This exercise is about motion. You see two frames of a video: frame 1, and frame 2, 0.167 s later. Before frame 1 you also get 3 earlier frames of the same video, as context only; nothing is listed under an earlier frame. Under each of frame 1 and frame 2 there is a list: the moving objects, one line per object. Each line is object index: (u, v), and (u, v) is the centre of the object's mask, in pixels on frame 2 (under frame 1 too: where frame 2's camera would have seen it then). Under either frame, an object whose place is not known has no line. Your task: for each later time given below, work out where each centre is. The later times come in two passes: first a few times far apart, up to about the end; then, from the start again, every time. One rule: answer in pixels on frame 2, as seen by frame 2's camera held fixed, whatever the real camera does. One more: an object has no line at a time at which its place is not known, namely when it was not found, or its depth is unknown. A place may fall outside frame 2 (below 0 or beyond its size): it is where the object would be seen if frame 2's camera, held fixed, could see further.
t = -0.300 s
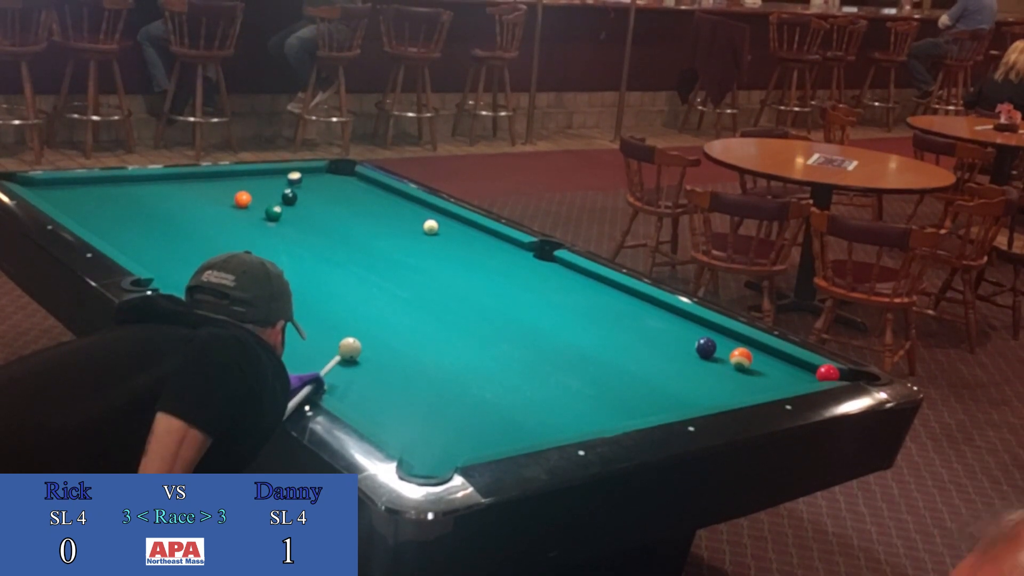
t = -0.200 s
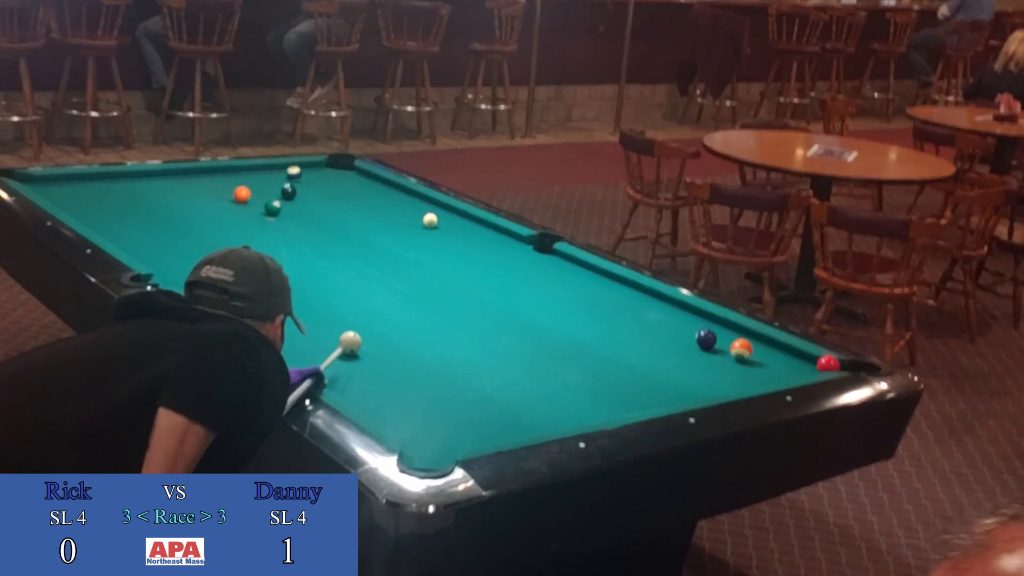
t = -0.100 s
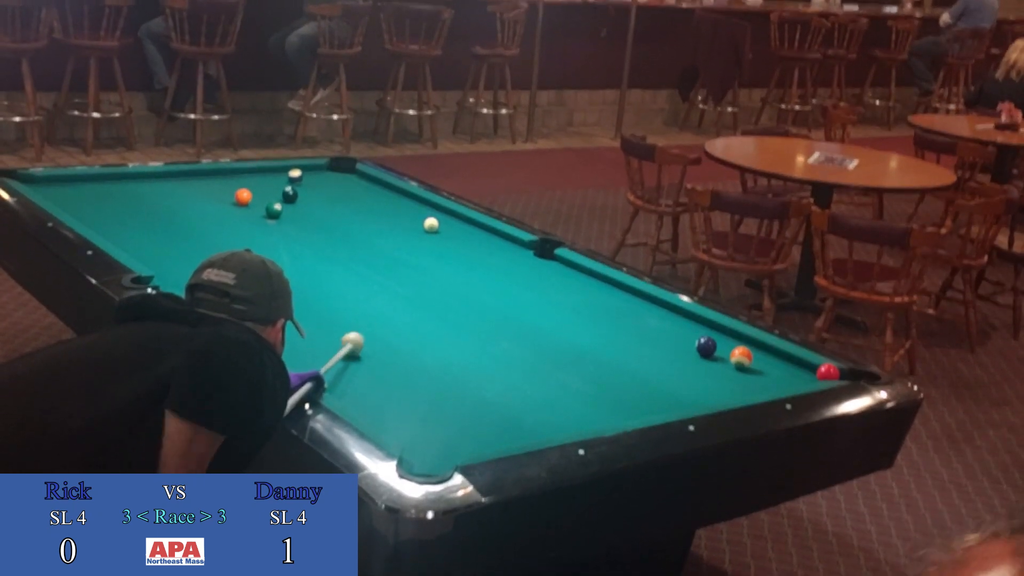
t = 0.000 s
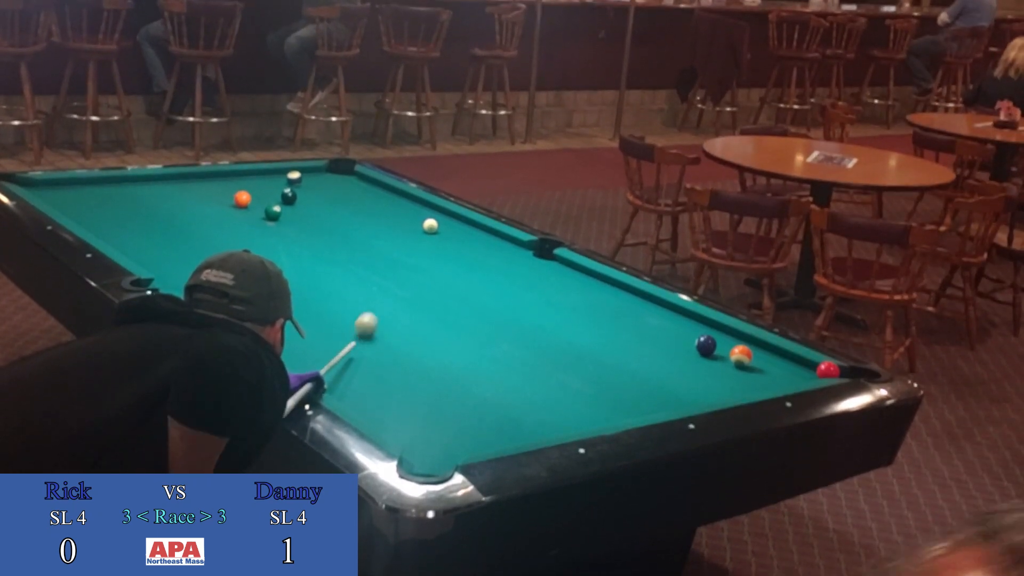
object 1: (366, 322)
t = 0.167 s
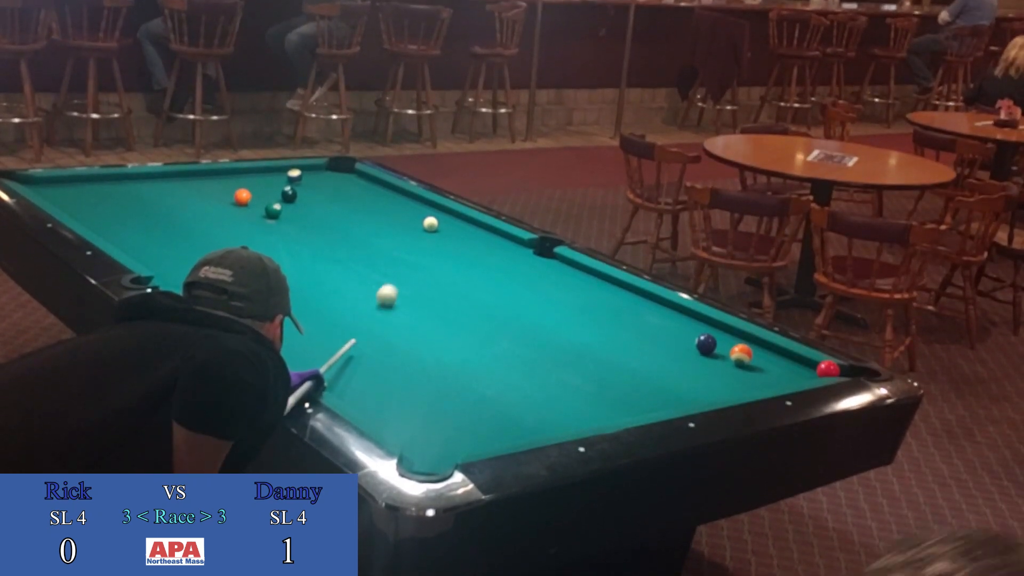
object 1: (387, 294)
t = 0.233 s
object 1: (394, 285)
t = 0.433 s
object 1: (414, 259)
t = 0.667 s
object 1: (434, 233)
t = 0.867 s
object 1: (466, 223)
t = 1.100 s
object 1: (451, 224)
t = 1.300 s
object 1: (428, 225)
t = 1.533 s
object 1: (402, 226)
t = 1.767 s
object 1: (376, 228)
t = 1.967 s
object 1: (355, 230)
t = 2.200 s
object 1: (331, 231)
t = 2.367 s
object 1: (314, 232)
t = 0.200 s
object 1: (390, 289)
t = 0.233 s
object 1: (394, 285)
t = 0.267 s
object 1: (398, 281)
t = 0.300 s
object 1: (401, 277)
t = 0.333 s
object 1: (405, 272)
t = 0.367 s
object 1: (408, 267)
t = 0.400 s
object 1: (411, 263)
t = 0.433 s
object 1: (414, 259)
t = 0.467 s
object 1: (417, 255)
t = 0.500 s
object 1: (420, 251)
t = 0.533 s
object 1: (423, 247)
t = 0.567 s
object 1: (426, 243)
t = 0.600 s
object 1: (428, 240)
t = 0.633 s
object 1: (431, 237)
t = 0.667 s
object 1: (434, 233)
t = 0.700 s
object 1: (436, 230)
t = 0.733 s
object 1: (441, 227)
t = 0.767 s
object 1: (447, 226)
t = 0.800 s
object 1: (454, 225)
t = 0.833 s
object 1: (460, 224)
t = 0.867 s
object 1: (466, 223)
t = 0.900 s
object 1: (471, 223)
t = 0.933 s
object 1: (471, 222)
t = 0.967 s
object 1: (467, 223)
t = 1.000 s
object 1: (463, 223)
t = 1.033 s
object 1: (459, 223)
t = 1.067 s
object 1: (455, 223)
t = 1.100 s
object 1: (451, 224)
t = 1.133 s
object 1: (448, 224)
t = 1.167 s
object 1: (444, 224)
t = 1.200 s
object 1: (440, 224)
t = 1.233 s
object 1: (436, 224)
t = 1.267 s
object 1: (432, 224)
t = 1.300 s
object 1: (428, 225)
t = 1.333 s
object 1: (425, 225)
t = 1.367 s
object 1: (421, 225)
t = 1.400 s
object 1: (417, 226)
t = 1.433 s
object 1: (413, 226)
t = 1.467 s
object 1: (409, 226)
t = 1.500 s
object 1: (406, 226)
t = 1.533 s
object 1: (402, 226)
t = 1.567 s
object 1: (399, 227)
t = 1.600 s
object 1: (395, 227)
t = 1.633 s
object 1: (391, 227)
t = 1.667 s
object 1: (387, 228)
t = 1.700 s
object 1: (384, 228)
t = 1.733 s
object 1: (380, 228)
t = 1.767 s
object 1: (376, 228)
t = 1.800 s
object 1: (373, 228)
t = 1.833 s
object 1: (369, 228)
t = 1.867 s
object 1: (366, 229)
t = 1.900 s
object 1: (362, 229)
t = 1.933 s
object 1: (359, 229)
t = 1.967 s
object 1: (355, 230)
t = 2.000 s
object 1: (352, 230)
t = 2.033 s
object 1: (348, 230)
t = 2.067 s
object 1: (345, 230)
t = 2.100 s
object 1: (341, 230)
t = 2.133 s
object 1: (338, 231)
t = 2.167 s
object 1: (334, 231)
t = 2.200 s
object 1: (331, 231)
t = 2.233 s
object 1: (328, 231)
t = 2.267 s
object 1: (324, 232)
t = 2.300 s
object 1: (321, 232)
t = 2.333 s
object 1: (318, 232)
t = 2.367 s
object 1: (314, 232)
